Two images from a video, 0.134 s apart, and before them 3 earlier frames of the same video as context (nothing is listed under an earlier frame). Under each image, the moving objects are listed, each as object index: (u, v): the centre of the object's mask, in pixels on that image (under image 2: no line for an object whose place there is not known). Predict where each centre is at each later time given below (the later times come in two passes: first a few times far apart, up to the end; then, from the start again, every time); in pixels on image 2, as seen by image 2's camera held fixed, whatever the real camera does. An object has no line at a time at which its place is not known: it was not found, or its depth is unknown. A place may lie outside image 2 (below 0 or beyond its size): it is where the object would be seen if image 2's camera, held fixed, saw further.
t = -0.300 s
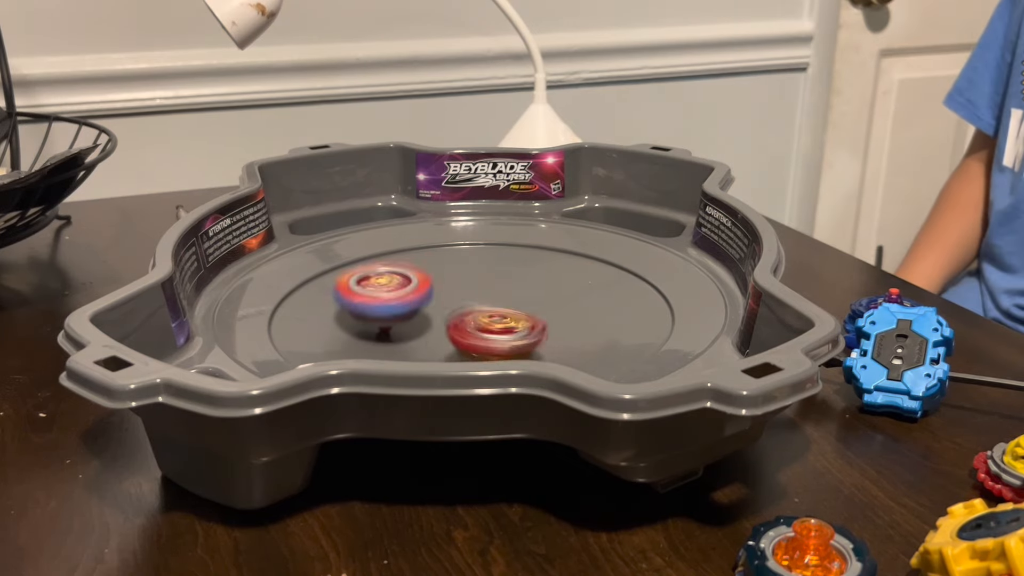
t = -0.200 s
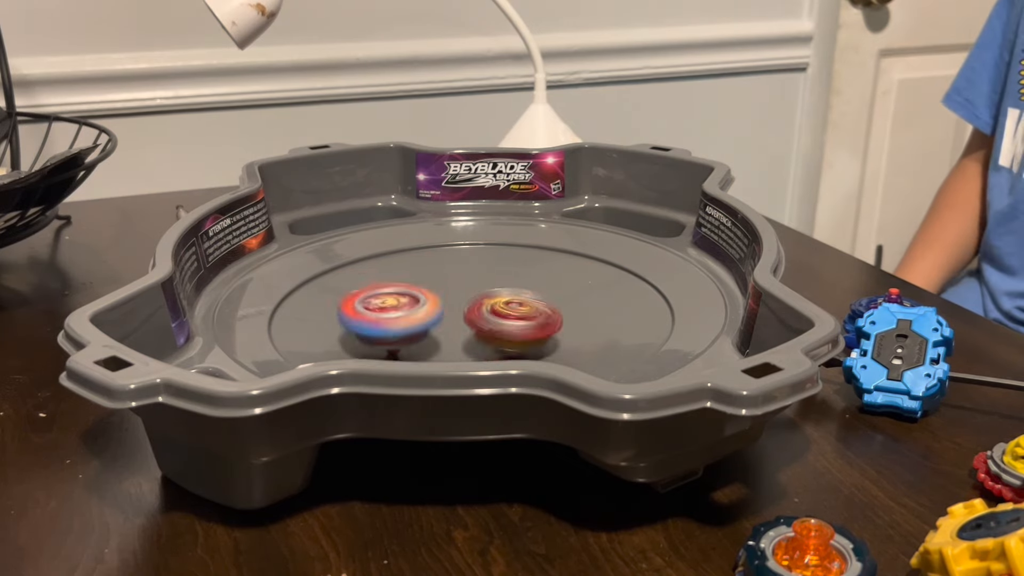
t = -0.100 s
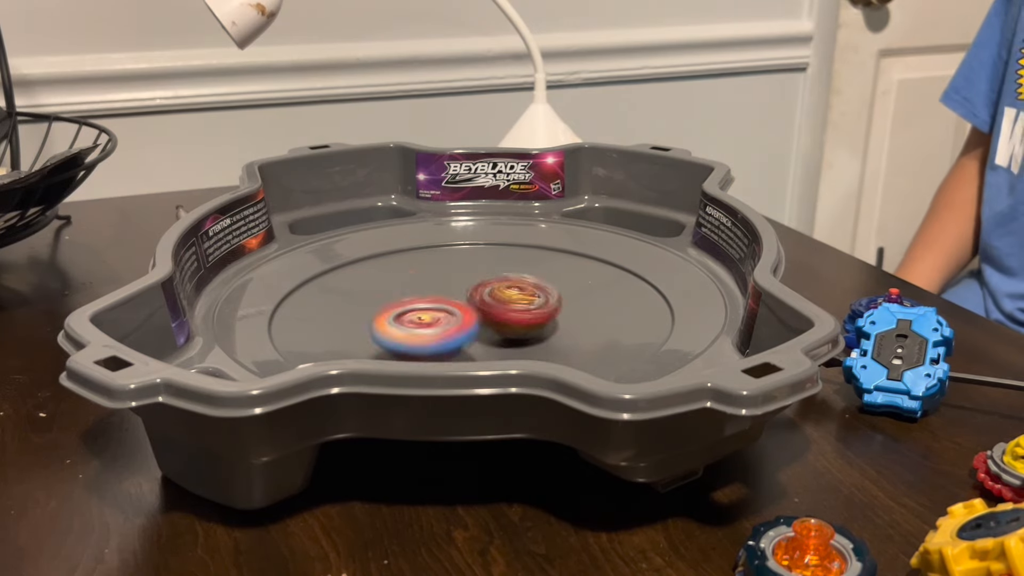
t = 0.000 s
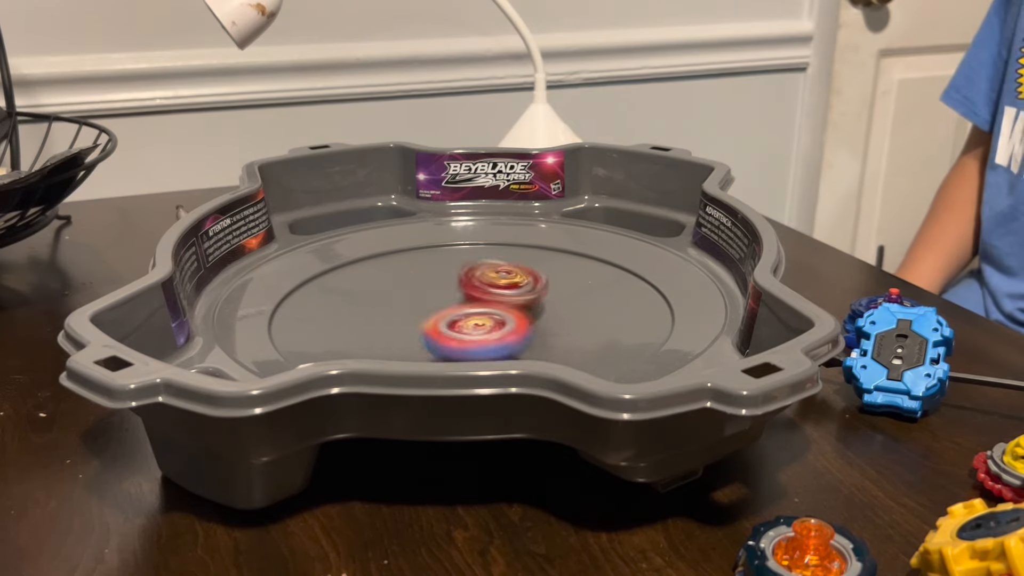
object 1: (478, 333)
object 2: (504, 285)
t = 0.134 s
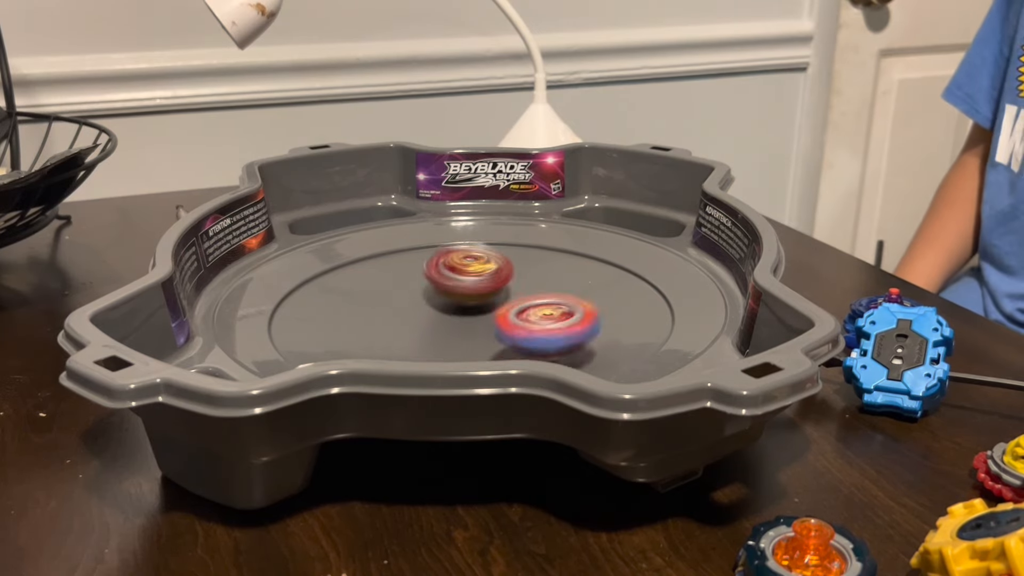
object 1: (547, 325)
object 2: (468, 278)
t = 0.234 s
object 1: (574, 310)
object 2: (437, 277)
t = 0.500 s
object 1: (513, 273)
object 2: (431, 319)
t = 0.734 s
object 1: (407, 284)
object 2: (514, 328)
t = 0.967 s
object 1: (386, 321)
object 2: (566, 310)
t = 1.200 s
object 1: (499, 331)
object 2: (488, 288)
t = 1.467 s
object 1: (551, 289)
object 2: (399, 314)
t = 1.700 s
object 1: (476, 267)
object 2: (422, 331)
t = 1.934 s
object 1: (400, 294)
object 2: (504, 319)
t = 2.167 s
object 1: (441, 329)
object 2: (518, 286)
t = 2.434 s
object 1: (555, 319)
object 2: (452, 291)
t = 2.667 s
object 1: (531, 284)
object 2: (453, 325)
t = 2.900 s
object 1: (436, 278)
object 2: (511, 334)
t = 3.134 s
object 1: (383, 309)
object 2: (528, 315)
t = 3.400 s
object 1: (479, 329)
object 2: (441, 292)
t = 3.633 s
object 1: (553, 304)
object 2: (394, 309)
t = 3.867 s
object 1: (514, 272)
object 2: (459, 325)
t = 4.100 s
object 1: (426, 285)
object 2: (525, 307)
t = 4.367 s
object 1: (416, 324)
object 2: (504, 289)
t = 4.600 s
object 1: (510, 330)
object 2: (450, 307)
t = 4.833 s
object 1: (580, 306)
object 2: (452, 330)
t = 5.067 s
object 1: (532, 278)
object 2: (481, 327)
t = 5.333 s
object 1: (441, 263)
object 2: (440, 324)
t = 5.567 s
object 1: (389, 287)
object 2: (444, 332)
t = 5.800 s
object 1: (405, 298)
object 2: (511, 331)
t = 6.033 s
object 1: (463, 284)
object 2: (563, 325)
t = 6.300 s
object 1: (476, 260)
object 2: (548, 320)
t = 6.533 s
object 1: (485, 263)
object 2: (469, 326)
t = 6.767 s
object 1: (496, 282)
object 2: (417, 324)
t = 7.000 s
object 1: (517, 302)
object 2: (399, 316)
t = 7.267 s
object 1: (543, 320)
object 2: (412, 304)
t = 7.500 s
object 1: (530, 323)
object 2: (442, 301)
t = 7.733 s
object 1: (504, 326)
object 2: (454, 298)
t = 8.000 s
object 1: (496, 331)
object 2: (457, 299)
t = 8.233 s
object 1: (497, 329)
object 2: (457, 294)
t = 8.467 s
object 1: (497, 329)
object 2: (458, 293)
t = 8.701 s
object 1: (497, 329)
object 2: (459, 293)
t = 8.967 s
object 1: (497, 329)
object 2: (459, 293)
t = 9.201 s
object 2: (459, 293)
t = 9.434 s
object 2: (459, 293)
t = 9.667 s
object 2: (459, 293)
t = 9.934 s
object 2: (459, 293)
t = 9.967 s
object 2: (459, 293)
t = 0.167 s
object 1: (560, 321)
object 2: (457, 276)
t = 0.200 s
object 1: (569, 316)
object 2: (447, 276)
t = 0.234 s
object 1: (574, 310)
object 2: (437, 277)
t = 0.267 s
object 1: (577, 304)
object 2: (428, 281)
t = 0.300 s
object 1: (576, 297)
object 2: (421, 285)
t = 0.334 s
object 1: (571, 291)
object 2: (416, 292)
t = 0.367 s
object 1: (563, 286)
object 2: (414, 298)
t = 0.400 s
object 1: (553, 282)
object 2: (414, 304)
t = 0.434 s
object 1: (542, 278)
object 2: (418, 309)
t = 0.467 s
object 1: (528, 275)
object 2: (423, 314)
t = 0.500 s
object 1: (513, 273)
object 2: (431, 319)
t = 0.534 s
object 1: (497, 271)
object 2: (440, 323)
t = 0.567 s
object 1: (482, 268)
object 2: (451, 325)
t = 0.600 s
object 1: (464, 268)
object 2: (461, 326)
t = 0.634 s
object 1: (448, 270)
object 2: (474, 328)
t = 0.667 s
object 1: (433, 277)
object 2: (486, 329)
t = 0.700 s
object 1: (420, 280)
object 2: (501, 329)
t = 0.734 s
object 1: (407, 284)
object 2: (514, 328)
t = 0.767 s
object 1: (395, 288)
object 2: (529, 329)
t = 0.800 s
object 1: (386, 293)
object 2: (541, 330)
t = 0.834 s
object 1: (380, 298)
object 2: (551, 328)
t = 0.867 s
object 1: (376, 304)
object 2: (561, 323)
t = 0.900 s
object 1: (375, 310)
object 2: (566, 320)
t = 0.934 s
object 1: (378, 316)
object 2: (568, 314)
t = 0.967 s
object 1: (386, 321)
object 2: (566, 310)
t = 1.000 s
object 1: (396, 325)
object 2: (561, 305)
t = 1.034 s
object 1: (410, 329)
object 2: (552, 303)
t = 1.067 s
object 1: (426, 331)
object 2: (541, 300)
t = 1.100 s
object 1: (445, 332)
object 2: (528, 301)
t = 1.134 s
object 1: (462, 332)
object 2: (520, 296)
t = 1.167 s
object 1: (482, 332)
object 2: (503, 290)
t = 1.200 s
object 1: (499, 331)
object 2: (488, 288)
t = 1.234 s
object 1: (514, 329)
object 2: (468, 295)
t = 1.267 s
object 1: (528, 322)
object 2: (457, 301)
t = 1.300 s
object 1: (540, 319)
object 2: (448, 304)
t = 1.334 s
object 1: (548, 314)
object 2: (438, 305)
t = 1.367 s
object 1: (552, 307)
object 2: (426, 306)
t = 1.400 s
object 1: (554, 302)
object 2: (416, 308)
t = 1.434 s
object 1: (555, 295)
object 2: (407, 311)
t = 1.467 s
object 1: (551, 289)
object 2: (399, 314)
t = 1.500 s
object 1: (546, 283)
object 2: (393, 316)
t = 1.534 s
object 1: (538, 279)
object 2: (389, 320)
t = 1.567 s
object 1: (529, 274)
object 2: (389, 323)
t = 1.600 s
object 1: (517, 270)
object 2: (392, 326)
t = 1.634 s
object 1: (504, 269)
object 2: (399, 328)
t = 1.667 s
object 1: (491, 267)
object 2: (409, 330)
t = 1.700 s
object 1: (476, 267)
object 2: (422, 331)
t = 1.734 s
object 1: (461, 267)
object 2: (436, 331)
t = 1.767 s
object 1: (447, 268)
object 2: (449, 331)
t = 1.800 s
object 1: (434, 270)
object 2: (461, 330)
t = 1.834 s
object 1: (421, 276)
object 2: (473, 329)
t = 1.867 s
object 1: (412, 282)
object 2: (486, 324)
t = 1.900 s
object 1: (406, 288)
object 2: (496, 322)
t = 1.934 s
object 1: (400, 294)
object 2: (504, 319)
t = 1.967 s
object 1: (397, 302)
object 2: (511, 315)
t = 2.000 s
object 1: (398, 308)
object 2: (516, 309)
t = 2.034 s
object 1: (402, 313)
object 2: (520, 304)
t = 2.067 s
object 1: (407, 319)
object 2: (522, 299)
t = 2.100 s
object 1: (416, 323)
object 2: (522, 294)
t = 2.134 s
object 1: (427, 326)
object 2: (520, 292)
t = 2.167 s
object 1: (441, 329)
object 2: (518, 286)
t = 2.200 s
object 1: (455, 331)
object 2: (514, 282)
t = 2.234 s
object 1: (472, 332)
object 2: (507, 277)
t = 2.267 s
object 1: (489, 331)
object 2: (498, 272)
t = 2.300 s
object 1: (504, 330)
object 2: (487, 272)
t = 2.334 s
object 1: (520, 328)
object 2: (476, 275)
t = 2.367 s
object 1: (535, 324)
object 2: (465, 281)
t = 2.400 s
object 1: (546, 322)
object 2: (458, 286)
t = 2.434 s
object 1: (555, 319)
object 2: (452, 291)
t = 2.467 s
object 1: (561, 313)
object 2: (447, 296)
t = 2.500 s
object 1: (562, 307)
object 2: (444, 301)
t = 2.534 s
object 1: (562, 302)
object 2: (444, 307)
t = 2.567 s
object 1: (558, 296)
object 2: (444, 312)
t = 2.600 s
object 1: (549, 291)
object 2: (445, 317)
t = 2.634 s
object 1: (541, 288)
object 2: (448, 322)
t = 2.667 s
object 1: (531, 284)
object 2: (453, 325)
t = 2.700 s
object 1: (519, 281)
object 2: (457, 328)
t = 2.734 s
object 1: (505, 275)
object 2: (465, 330)
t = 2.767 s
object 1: (492, 274)
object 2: (471, 331)
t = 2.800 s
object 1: (478, 273)
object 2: (480, 332)
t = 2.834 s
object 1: (463, 273)
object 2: (489, 333)
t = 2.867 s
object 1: (450, 277)
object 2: (500, 334)
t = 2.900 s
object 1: (436, 278)
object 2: (511, 334)
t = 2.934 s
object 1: (422, 281)
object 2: (523, 333)
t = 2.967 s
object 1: (411, 284)
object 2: (532, 332)
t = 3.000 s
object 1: (401, 288)
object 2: (539, 330)
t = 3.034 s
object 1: (392, 292)
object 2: (541, 327)
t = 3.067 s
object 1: (387, 298)
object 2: (540, 322)
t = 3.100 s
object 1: (384, 303)
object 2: (535, 318)
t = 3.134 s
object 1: (383, 309)
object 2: (528, 315)
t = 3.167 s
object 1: (388, 314)
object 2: (521, 312)
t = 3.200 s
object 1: (394, 318)
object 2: (511, 310)
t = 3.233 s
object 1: (404, 323)
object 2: (501, 307)
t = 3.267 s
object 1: (417, 324)
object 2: (494, 305)
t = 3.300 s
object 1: (432, 328)
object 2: (487, 299)
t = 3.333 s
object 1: (447, 331)
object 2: (469, 291)
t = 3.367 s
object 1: (463, 330)
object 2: (456, 290)
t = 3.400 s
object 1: (479, 329)
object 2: (441, 292)
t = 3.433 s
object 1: (495, 328)
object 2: (430, 298)
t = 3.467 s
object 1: (510, 324)
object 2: (425, 302)
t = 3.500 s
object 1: (524, 321)
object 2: (418, 303)
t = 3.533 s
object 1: (535, 319)
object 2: (409, 303)
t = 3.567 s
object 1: (544, 315)
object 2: (403, 304)
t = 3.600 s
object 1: (549, 308)
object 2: (397, 306)
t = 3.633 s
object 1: (553, 304)
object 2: (394, 309)
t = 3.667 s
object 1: (555, 298)
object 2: (396, 314)
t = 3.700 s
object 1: (552, 292)
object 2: (401, 318)
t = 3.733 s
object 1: (549, 287)
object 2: (409, 321)
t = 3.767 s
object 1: (544, 282)
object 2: (420, 324)
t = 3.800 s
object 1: (535, 278)
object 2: (433, 326)
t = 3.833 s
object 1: (525, 275)
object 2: (445, 326)
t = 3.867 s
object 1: (514, 272)
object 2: (459, 325)
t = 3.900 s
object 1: (501, 267)
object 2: (469, 325)
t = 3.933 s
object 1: (487, 266)
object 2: (481, 323)
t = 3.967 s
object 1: (473, 267)
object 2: (492, 322)
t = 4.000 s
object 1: (458, 270)
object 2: (501, 319)
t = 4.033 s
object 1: (446, 277)
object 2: (510, 316)
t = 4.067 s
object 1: (436, 280)
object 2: (519, 310)
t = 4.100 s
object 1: (426, 285)
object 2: (525, 307)
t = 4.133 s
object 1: (418, 290)
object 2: (530, 305)
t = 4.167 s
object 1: (410, 295)
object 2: (535, 300)
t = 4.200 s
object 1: (405, 300)
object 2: (536, 297)
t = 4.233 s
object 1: (403, 305)
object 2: (536, 293)
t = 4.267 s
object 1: (403, 311)
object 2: (532, 290)
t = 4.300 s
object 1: (405, 316)
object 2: (523, 289)
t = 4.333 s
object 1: (410, 320)
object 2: (514, 288)
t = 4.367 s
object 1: (416, 324)
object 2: (504, 289)
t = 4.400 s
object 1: (426, 326)
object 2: (498, 289)
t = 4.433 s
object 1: (438, 329)
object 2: (492, 290)
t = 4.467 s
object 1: (451, 331)
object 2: (485, 289)
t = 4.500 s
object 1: (465, 332)
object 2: (474, 290)
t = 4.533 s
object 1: (479, 331)
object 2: (467, 292)
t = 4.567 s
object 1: (495, 331)
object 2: (457, 297)
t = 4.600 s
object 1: (510, 330)
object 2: (450, 307)
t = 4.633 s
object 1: (524, 328)
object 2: (446, 315)
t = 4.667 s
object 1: (540, 325)
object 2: (446, 321)
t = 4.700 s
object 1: (553, 323)
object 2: (445, 324)
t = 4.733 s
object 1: (563, 320)
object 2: (444, 327)
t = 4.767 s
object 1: (572, 316)
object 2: (445, 328)
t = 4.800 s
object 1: (577, 312)
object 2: (448, 329)
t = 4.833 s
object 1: (580, 306)
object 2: (452, 330)
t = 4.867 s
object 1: (577, 302)
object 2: (460, 331)
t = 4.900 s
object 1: (572, 298)
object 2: (467, 333)
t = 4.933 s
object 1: (564, 293)
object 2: (478, 332)
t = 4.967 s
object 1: (556, 290)
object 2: (485, 331)
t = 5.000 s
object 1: (550, 286)
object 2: (485, 330)
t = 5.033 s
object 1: (542, 281)
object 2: (482, 328)
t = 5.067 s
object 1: (532, 278)
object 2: (481, 327)
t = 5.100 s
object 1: (523, 273)
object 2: (480, 326)
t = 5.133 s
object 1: (512, 271)
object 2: (476, 325)
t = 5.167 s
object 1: (499, 268)
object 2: (470, 325)
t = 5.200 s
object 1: (486, 266)
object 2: (463, 323)
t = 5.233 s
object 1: (474, 266)
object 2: (455, 322)
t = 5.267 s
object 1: (463, 264)
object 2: (450, 322)
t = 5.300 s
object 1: (452, 264)
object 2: (446, 325)
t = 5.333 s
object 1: (441, 263)
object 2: (440, 324)
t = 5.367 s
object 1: (429, 263)
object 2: (434, 326)
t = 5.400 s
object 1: (419, 264)
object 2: (429, 327)
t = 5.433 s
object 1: (409, 265)
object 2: (430, 329)
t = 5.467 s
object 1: (399, 269)
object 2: (433, 330)
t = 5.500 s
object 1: (394, 273)
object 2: (434, 330)
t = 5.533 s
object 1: (389, 279)
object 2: (439, 329)
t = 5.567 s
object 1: (389, 287)
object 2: (444, 332)
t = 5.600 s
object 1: (387, 290)
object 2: (453, 330)
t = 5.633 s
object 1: (385, 289)
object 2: (463, 331)
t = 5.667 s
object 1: (384, 290)
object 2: (474, 332)
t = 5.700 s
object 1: (387, 292)
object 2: (486, 332)
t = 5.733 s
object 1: (390, 293)
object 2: (494, 331)
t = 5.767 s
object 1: (396, 296)
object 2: (501, 331)
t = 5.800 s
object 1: (405, 298)
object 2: (511, 331)
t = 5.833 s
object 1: (416, 301)
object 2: (520, 331)
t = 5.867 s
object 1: (428, 301)
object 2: (527, 329)
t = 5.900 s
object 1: (439, 302)
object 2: (534, 328)
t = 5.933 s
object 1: (451, 302)
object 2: (540, 328)
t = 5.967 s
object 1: (456, 298)
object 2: (546, 324)
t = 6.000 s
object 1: (457, 289)
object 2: (556, 326)
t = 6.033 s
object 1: (463, 284)
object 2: (563, 325)
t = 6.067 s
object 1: (464, 280)
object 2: (567, 325)
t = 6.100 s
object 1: (466, 276)
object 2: (574, 323)
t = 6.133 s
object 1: (469, 273)
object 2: (575, 322)
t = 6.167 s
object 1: (471, 269)
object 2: (576, 322)
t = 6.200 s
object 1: (473, 266)
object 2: (572, 319)
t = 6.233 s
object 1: (475, 263)
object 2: (567, 319)
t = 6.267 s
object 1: (476, 260)
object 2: (558, 318)
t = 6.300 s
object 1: (476, 260)
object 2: (548, 320)
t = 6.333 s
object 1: (476, 259)
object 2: (538, 321)
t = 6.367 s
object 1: (475, 262)
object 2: (526, 321)
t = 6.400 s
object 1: (477, 263)
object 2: (519, 320)
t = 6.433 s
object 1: (478, 265)
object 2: (508, 319)
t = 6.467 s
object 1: (483, 262)
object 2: (497, 321)
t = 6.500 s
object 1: (481, 262)
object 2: (482, 324)
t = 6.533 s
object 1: (485, 263)
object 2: (469, 326)
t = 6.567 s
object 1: (484, 264)
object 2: (455, 327)
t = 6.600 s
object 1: (485, 266)
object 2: (444, 327)
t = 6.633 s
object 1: (484, 268)
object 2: (435, 327)
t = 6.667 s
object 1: (487, 271)
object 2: (429, 326)
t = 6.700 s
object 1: (489, 276)
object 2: (425, 326)
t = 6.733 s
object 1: (492, 279)
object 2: (419, 325)
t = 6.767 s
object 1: (496, 282)
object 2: (417, 324)
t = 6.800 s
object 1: (497, 286)
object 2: (414, 322)
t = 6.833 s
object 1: (498, 289)
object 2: (412, 319)
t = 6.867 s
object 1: (500, 291)
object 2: (413, 321)
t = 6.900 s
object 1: (503, 295)
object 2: (405, 320)
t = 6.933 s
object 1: (512, 297)
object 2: (401, 319)
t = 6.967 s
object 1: (517, 299)
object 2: (399, 317)
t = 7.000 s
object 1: (517, 302)
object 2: (399, 316)
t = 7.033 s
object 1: (514, 306)
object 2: (403, 314)
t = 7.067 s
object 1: (512, 310)
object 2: (408, 313)
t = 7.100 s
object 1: (511, 311)
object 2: (410, 312)
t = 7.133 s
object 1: (523, 313)
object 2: (405, 306)
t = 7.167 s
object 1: (532, 321)
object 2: (404, 302)
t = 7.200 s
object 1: (541, 319)
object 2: (404, 304)
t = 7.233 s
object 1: (544, 318)
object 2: (408, 304)
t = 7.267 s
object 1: (543, 320)
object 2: (412, 304)
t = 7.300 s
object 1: (537, 321)
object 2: (419, 303)
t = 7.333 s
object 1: (532, 322)
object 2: (426, 304)
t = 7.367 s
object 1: (525, 321)
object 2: (431, 305)
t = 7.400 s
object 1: (521, 321)
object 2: (436, 305)
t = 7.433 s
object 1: (528, 326)
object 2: (436, 301)
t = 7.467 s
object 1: (529, 326)
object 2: (439, 300)
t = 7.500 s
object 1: (530, 323)
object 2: (442, 301)
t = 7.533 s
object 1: (529, 323)
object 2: (444, 301)
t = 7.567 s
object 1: (525, 324)
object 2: (446, 301)
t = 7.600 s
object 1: (518, 323)
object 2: (448, 300)
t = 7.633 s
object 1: (512, 323)
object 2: (452, 300)
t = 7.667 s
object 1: (507, 324)
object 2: (452, 299)
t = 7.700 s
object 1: (505, 326)
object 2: (453, 298)
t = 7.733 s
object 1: (504, 326)
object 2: (454, 298)
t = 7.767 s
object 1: (501, 328)
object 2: (455, 298)
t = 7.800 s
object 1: (500, 327)
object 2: (454, 298)
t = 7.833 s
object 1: (501, 328)
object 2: (456, 298)
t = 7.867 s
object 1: (501, 328)
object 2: (456, 298)
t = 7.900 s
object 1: (500, 329)
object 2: (456, 299)
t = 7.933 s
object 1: (499, 330)
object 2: (456, 299)
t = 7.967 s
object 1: (498, 330)
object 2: (456, 299)
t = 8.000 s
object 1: (496, 331)
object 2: (457, 299)
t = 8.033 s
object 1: (495, 332)
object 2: (459, 298)
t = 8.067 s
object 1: (493, 332)
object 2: (459, 297)
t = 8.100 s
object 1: (495, 331)
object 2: (458, 295)
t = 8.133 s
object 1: (497, 329)
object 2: (459, 292)
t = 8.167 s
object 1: (498, 329)
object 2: (456, 295)
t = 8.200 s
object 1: (498, 329)
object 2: (456, 295)
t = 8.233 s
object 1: (497, 329)
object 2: (457, 294)
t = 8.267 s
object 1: (497, 329)
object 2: (458, 294)
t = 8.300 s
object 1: (497, 329)
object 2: (459, 293)
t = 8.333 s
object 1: (497, 329)
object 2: (459, 293)
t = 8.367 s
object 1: (497, 329)
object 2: (458, 293)
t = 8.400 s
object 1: (497, 329)
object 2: (458, 293)
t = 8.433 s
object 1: (497, 329)
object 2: (458, 293)
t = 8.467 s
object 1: (497, 329)
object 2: (458, 293)
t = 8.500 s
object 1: (497, 329)
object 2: (459, 293)
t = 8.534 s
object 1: (497, 329)
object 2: (459, 293)
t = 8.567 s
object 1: (497, 329)
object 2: (459, 293)
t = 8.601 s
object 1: (497, 329)
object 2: (459, 293)
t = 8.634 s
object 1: (497, 329)
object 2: (459, 293)
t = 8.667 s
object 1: (497, 329)
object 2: (459, 293)
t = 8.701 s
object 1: (497, 329)
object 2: (459, 293)
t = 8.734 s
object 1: (497, 329)
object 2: (459, 293)
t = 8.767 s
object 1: (497, 329)
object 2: (459, 293)
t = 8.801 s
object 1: (497, 329)
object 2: (459, 293)
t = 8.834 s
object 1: (497, 329)
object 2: (459, 293)
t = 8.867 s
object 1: (497, 329)
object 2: (459, 293)
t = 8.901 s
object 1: (497, 329)
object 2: (459, 293)
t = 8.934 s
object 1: (497, 329)
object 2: (459, 293)
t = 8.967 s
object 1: (497, 329)
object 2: (459, 293)
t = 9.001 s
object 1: (497, 329)
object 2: (459, 293)
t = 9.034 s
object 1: (497, 329)
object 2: (459, 293)
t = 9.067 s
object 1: (497, 329)
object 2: (459, 293)
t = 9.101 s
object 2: (459, 293)
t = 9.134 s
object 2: (459, 293)
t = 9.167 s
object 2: (459, 293)
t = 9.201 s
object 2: (459, 293)
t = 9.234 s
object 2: (459, 293)
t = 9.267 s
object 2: (459, 293)
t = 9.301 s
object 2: (459, 293)
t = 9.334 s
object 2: (459, 293)
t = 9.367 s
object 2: (459, 293)
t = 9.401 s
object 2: (459, 293)
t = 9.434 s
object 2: (459, 293)
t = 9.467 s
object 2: (459, 293)
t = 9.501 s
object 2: (459, 293)
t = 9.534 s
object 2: (459, 293)
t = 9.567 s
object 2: (459, 293)
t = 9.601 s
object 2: (459, 293)
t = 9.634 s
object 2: (459, 293)
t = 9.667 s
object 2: (459, 293)
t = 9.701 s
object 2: (459, 293)
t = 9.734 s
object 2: (459, 293)
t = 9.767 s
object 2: (459, 293)
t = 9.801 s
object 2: (459, 293)
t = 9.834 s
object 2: (459, 293)
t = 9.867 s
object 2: (459, 293)
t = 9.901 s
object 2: (459, 293)
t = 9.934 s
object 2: (459, 293)
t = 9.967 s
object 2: (459, 293)
